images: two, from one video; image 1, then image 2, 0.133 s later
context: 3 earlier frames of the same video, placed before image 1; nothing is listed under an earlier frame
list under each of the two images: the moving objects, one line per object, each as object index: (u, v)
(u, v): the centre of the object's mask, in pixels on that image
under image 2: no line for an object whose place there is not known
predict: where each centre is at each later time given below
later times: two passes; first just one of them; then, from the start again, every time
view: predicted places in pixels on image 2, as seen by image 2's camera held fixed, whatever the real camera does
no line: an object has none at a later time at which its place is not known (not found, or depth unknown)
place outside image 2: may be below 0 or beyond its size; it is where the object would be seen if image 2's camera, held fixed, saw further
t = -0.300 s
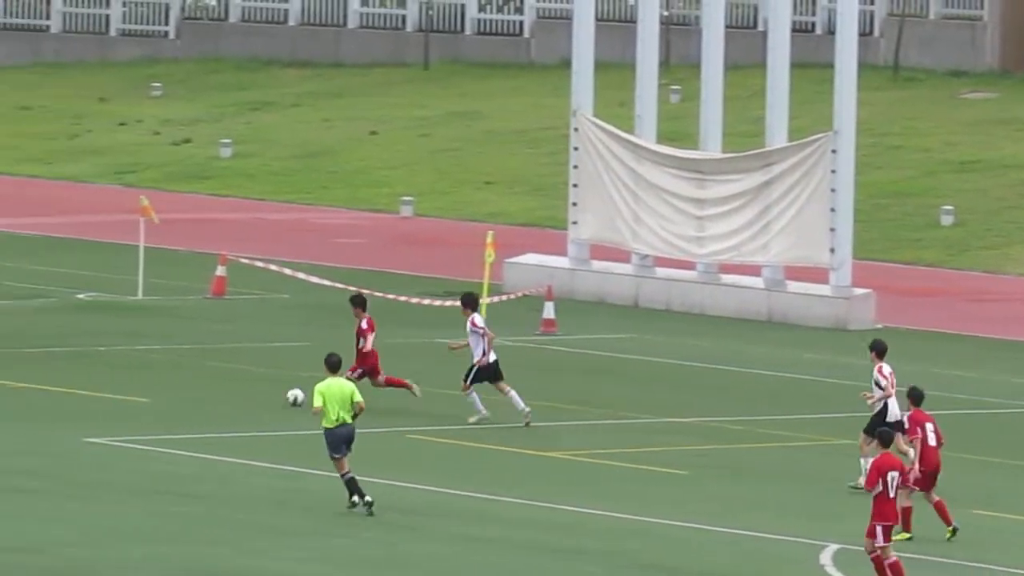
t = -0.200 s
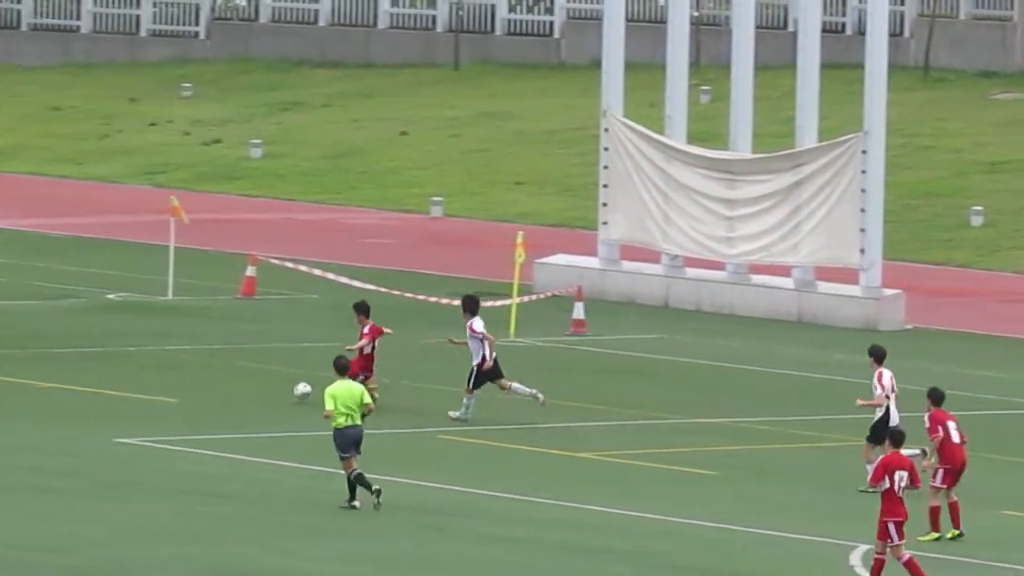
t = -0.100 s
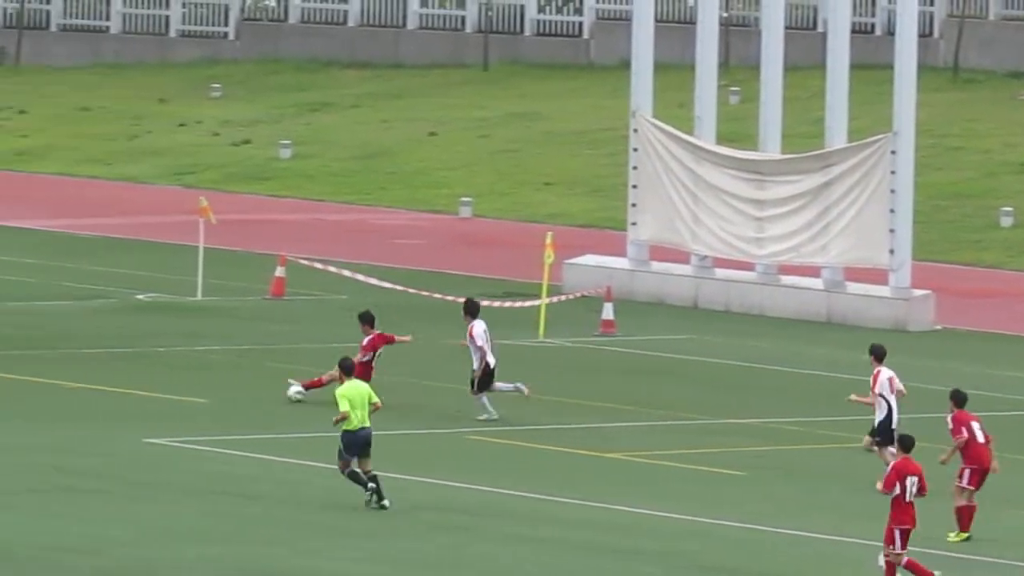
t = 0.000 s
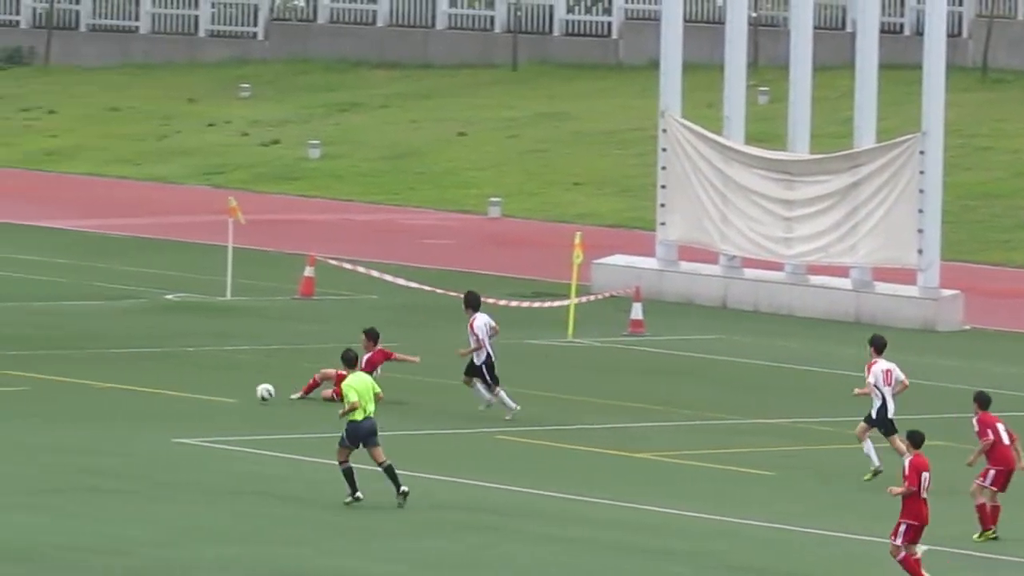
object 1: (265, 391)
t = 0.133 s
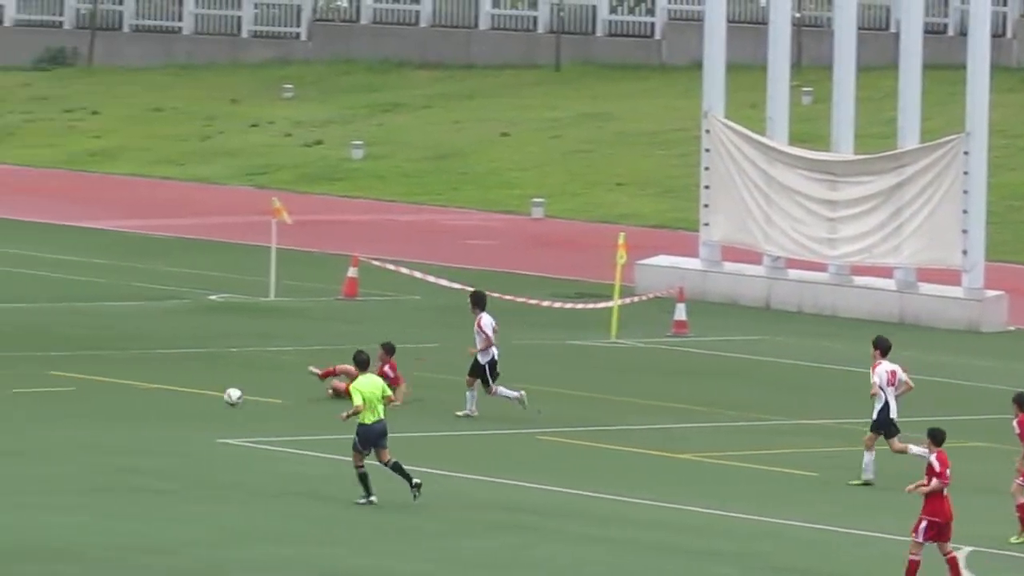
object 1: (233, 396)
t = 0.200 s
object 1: (195, 396)
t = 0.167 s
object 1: (214, 396)
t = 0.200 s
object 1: (195, 396)
